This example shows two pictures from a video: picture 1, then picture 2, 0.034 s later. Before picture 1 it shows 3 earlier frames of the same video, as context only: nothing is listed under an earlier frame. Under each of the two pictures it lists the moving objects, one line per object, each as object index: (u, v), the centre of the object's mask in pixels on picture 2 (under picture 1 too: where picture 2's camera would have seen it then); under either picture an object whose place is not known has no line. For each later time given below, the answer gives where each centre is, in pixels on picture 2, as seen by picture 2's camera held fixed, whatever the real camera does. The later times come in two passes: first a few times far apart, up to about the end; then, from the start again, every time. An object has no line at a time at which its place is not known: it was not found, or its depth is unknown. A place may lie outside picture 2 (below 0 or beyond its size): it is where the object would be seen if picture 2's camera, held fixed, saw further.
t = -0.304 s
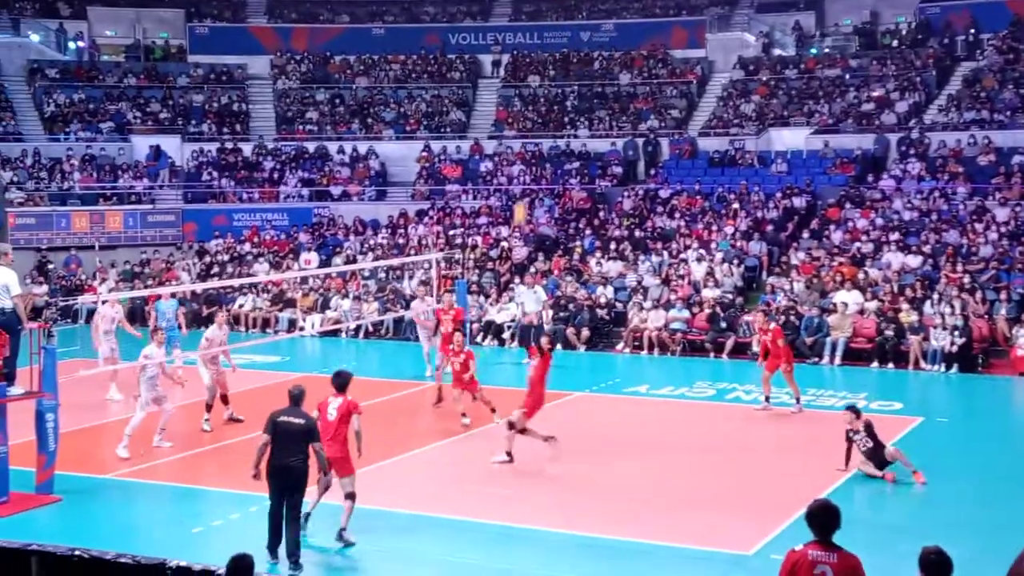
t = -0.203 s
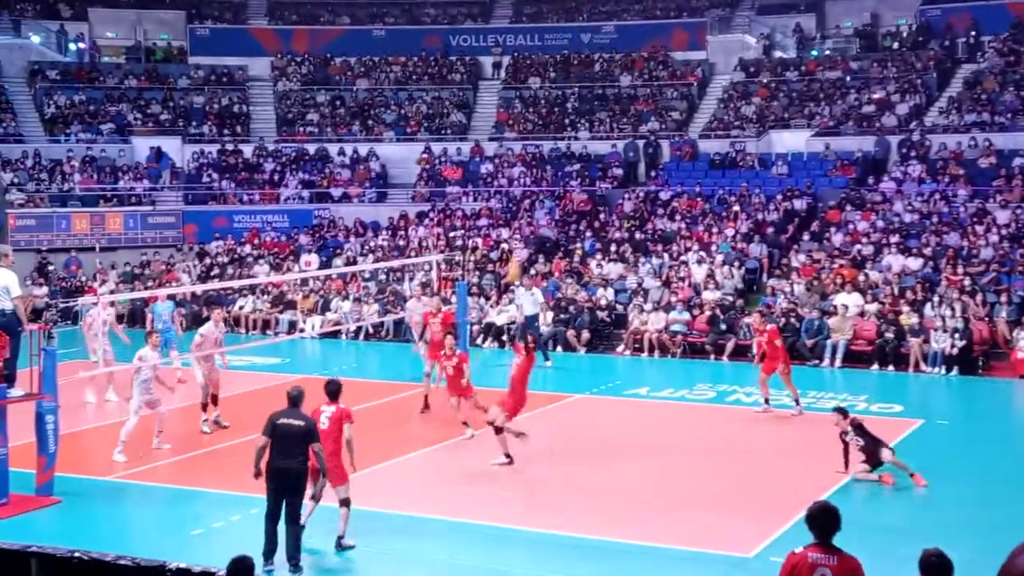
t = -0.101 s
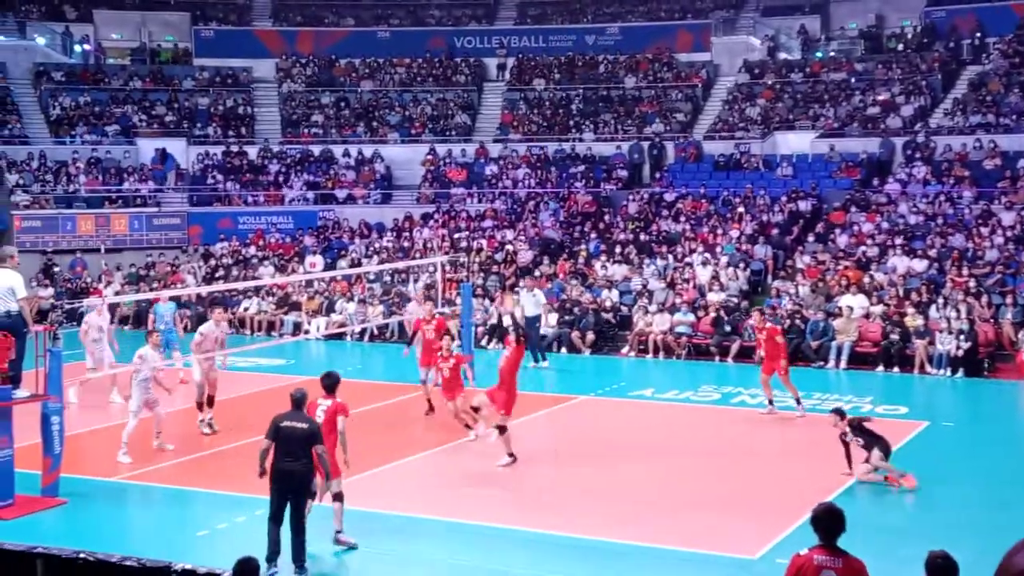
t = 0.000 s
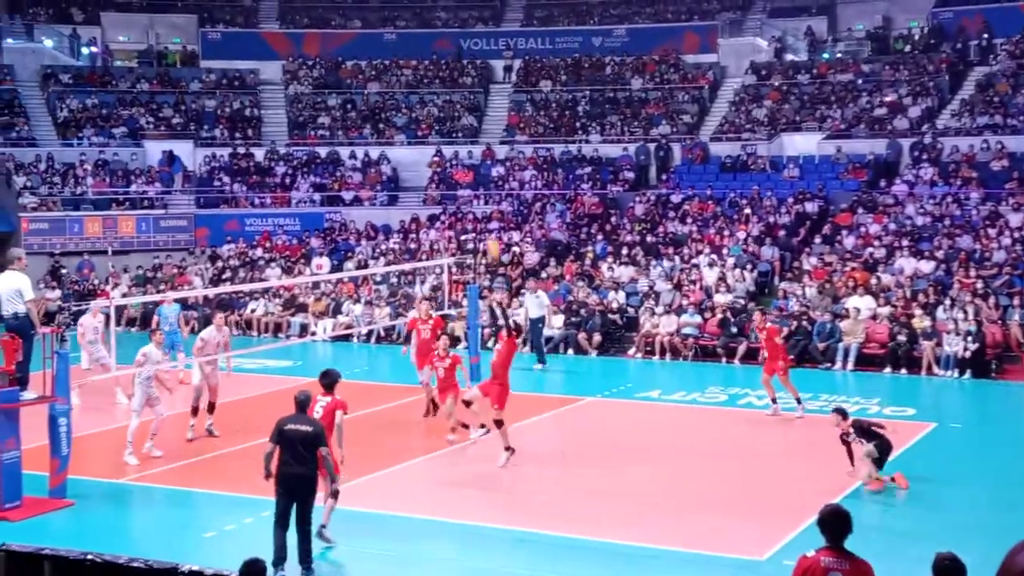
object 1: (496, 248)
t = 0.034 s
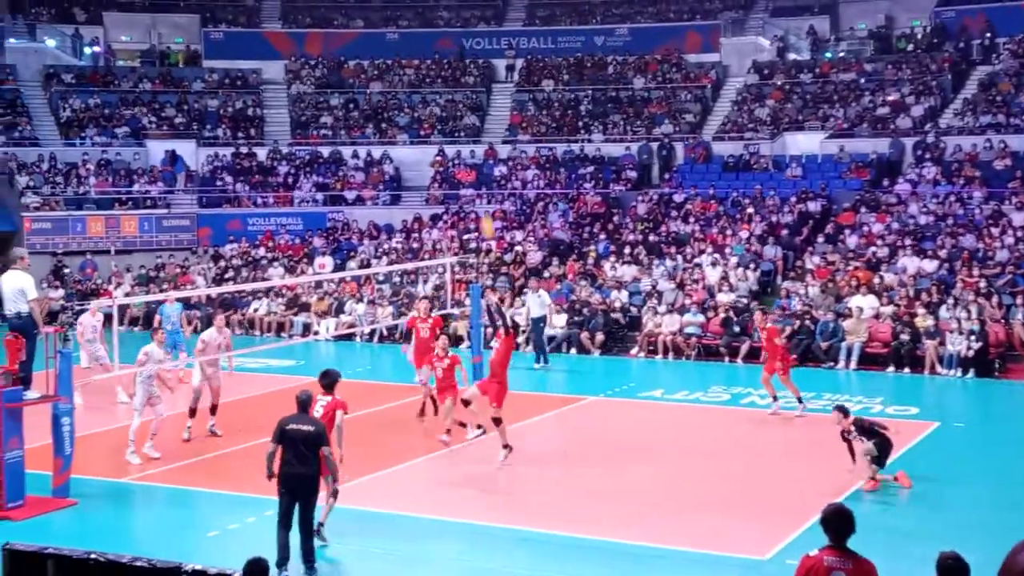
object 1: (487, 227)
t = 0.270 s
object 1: (432, 126)
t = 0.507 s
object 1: (381, 70)
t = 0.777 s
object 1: (326, 56)
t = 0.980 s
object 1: (287, 79)
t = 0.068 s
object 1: (479, 211)
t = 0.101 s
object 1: (472, 193)
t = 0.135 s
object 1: (464, 178)
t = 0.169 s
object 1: (457, 166)
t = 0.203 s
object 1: (448, 152)
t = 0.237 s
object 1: (440, 138)
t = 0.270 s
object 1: (432, 126)
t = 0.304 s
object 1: (426, 117)
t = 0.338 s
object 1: (418, 107)
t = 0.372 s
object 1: (411, 98)
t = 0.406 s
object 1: (403, 90)
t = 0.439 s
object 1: (396, 82)
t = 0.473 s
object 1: (388, 76)
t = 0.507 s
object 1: (381, 70)
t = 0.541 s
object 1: (374, 66)
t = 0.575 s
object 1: (367, 62)
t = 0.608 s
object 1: (360, 60)
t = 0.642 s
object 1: (353, 56)
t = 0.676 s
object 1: (347, 56)
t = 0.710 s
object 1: (340, 56)
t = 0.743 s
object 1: (333, 55)
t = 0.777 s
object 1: (326, 56)
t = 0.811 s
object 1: (319, 58)
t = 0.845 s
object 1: (313, 61)
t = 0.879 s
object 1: (306, 65)
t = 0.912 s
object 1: (300, 69)
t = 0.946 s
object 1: (294, 73)
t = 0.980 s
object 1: (287, 79)
